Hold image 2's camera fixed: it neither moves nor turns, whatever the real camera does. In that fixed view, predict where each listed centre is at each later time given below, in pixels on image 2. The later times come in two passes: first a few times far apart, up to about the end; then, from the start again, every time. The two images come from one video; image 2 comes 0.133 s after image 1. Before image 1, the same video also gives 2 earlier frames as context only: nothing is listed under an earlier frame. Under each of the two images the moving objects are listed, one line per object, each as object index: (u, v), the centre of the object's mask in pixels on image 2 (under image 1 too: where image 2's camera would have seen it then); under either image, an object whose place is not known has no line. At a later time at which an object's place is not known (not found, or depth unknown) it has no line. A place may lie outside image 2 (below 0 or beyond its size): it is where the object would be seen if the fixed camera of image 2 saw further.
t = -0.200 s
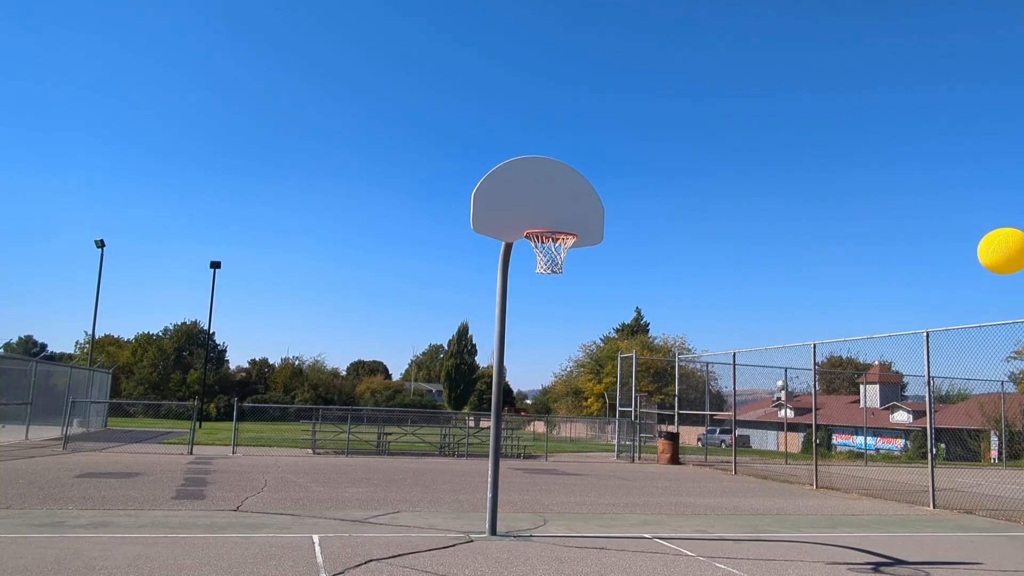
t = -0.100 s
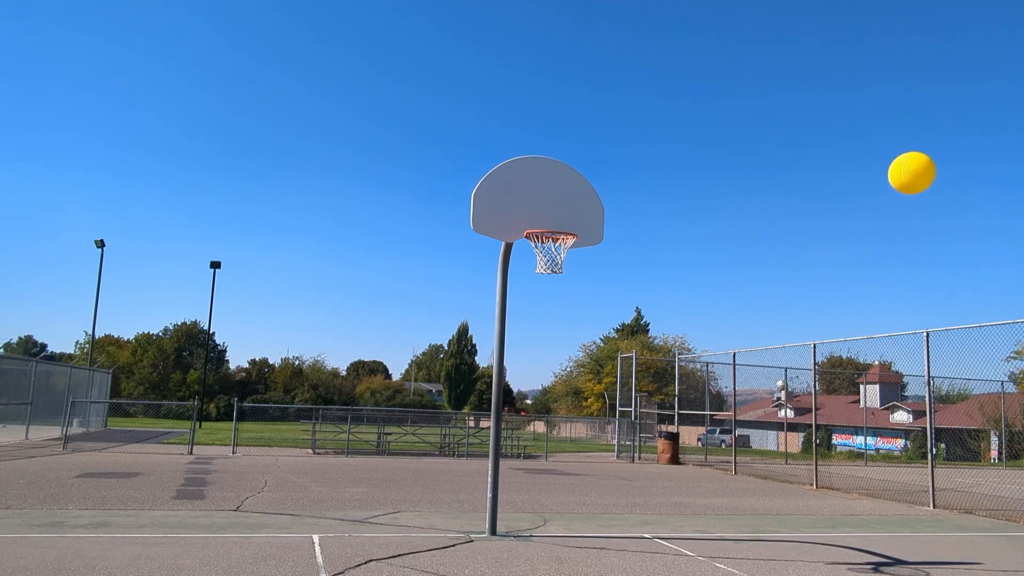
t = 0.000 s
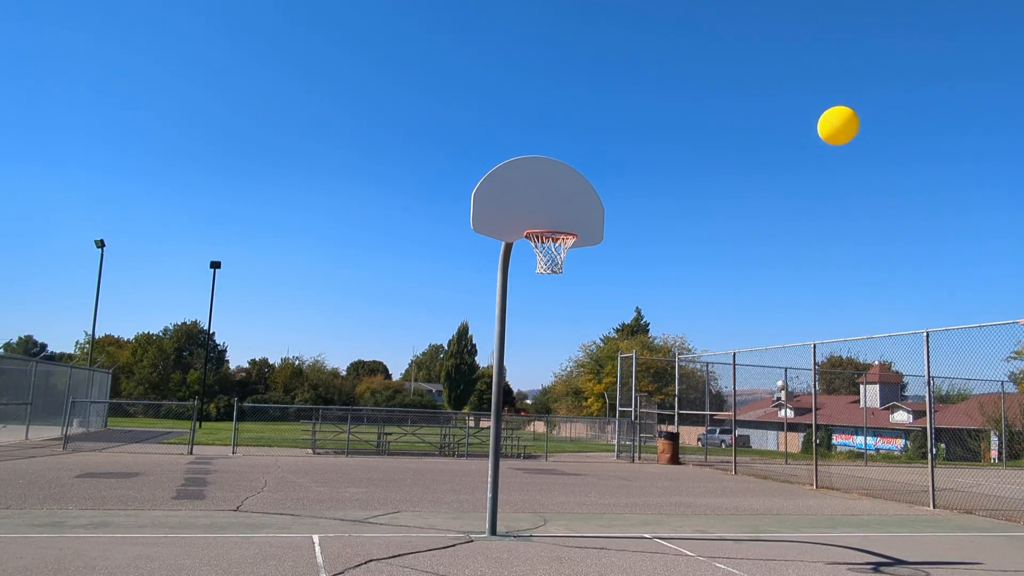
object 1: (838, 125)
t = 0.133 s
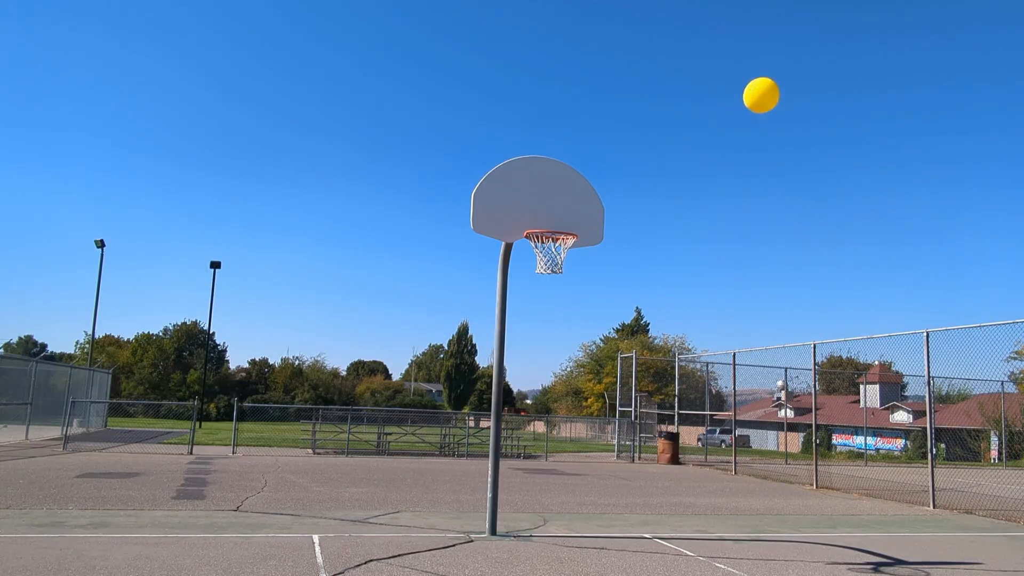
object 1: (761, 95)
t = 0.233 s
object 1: (714, 91)
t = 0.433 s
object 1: (638, 115)
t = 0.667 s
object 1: (568, 187)
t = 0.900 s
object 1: (551, 251)
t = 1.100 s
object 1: (543, 259)
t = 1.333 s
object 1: (552, 287)
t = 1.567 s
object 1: (562, 370)
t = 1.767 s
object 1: (569, 495)
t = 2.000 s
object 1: (582, 482)
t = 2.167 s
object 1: (593, 419)
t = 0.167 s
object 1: (745, 92)
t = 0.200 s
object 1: (729, 91)
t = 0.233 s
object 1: (714, 91)
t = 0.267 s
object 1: (700, 92)
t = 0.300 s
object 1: (687, 94)
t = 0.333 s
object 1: (674, 98)
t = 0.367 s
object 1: (662, 103)
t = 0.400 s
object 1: (650, 109)
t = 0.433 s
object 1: (638, 115)
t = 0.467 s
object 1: (627, 123)
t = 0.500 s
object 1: (616, 131)
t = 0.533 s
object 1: (606, 141)
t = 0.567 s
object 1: (596, 152)
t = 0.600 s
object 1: (587, 163)
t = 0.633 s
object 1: (577, 174)
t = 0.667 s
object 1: (568, 187)
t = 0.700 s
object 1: (559, 201)
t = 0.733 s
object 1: (550, 216)
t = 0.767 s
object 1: (542, 230)
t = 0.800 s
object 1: (550, 235)
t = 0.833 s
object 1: (560, 240)
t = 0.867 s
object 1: (557, 245)
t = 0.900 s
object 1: (551, 251)
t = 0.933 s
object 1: (546, 258)
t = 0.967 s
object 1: (543, 260)
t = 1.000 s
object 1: (542, 261)
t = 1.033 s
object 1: (542, 259)
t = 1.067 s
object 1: (543, 259)
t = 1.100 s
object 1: (543, 259)
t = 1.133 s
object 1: (544, 260)
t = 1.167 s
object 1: (545, 263)
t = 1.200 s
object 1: (546, 266)
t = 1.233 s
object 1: (547, 270)
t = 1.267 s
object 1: (549, 275)
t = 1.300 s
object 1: (551, 280)
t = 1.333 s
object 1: (552, 287)
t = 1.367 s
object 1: (553, 295)
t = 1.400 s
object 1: (555, 304)
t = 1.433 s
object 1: (556, 315)
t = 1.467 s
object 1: (557, 327)
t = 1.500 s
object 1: (559, 340)
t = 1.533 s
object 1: (560, 354)
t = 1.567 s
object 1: (562, 370)
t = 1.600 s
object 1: (563, 388)
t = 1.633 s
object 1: (564, 406)
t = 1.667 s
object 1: (565, 427)
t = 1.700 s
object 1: (567, 448)
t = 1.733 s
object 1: (568, 471)
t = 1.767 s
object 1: (569, 495)
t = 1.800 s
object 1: (571, 521)
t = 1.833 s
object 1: (572, 550)
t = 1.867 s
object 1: (574, 559)
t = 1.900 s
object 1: (576, 538)
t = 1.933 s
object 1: (578, 518)
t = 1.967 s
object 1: (580, 499)
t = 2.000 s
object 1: (582, 482)
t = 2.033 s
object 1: (585, 467)
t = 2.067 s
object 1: (587, 453)
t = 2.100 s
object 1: (588, 440)
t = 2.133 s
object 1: (591, 429)
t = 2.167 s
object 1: (593, 419)
